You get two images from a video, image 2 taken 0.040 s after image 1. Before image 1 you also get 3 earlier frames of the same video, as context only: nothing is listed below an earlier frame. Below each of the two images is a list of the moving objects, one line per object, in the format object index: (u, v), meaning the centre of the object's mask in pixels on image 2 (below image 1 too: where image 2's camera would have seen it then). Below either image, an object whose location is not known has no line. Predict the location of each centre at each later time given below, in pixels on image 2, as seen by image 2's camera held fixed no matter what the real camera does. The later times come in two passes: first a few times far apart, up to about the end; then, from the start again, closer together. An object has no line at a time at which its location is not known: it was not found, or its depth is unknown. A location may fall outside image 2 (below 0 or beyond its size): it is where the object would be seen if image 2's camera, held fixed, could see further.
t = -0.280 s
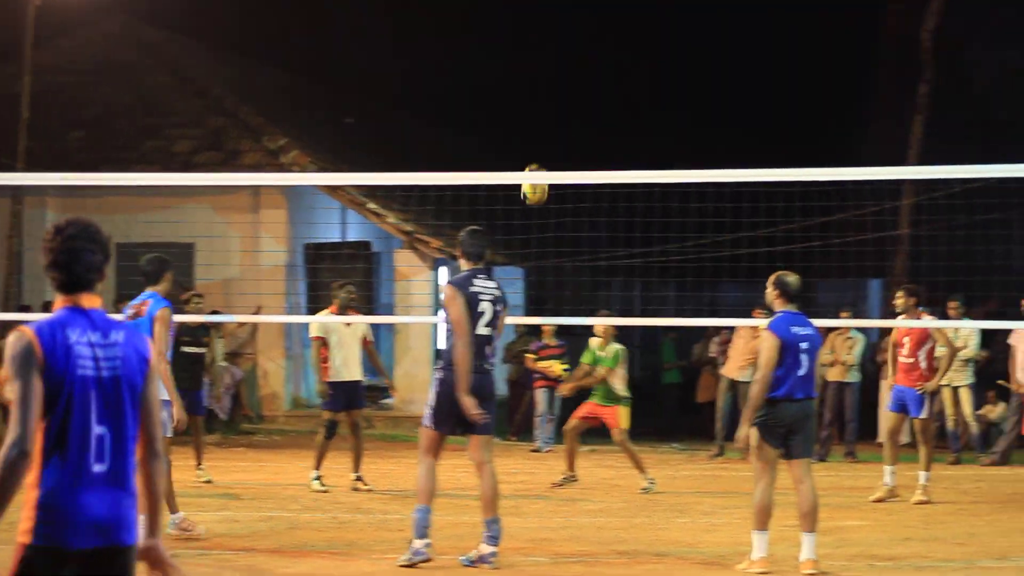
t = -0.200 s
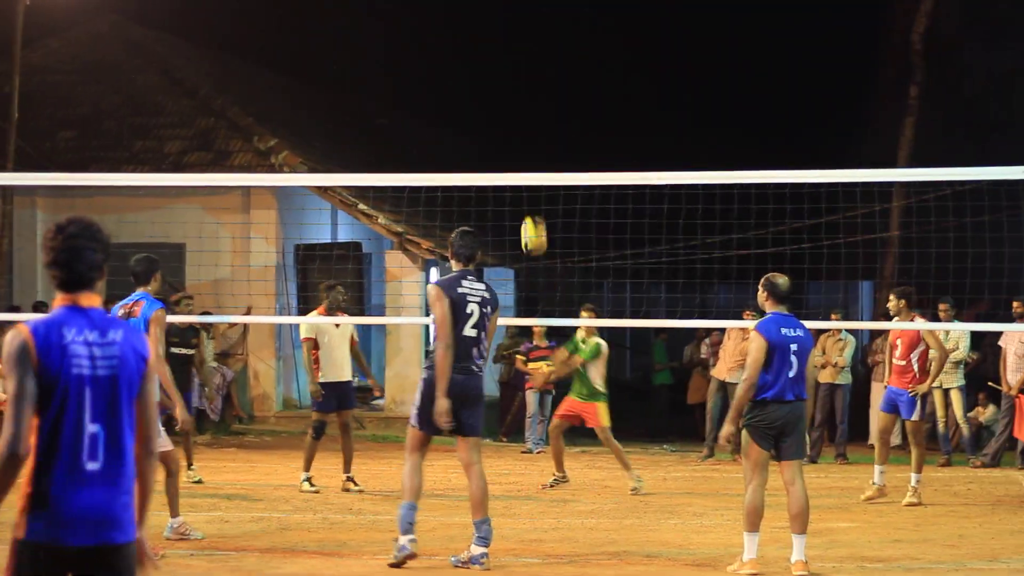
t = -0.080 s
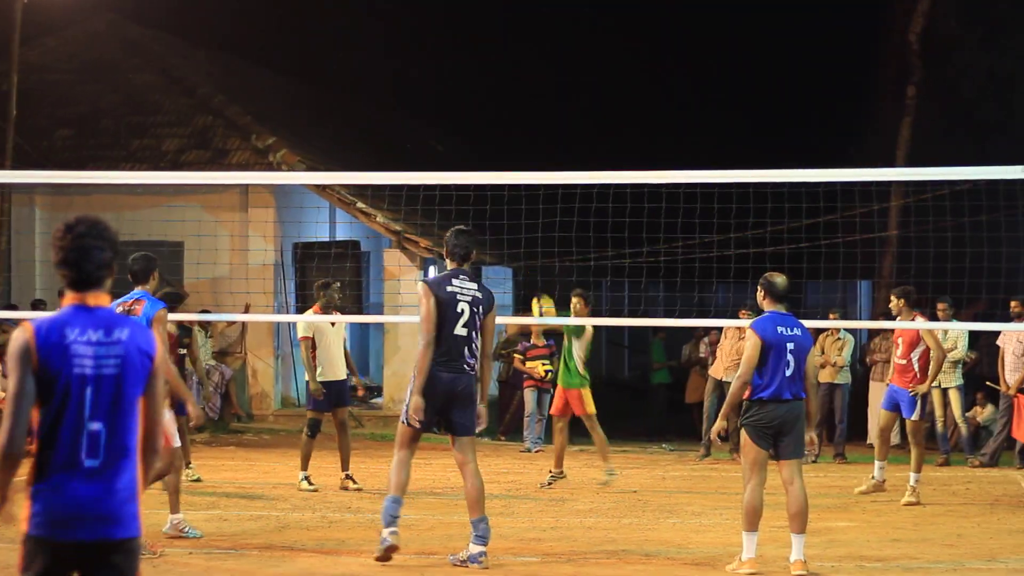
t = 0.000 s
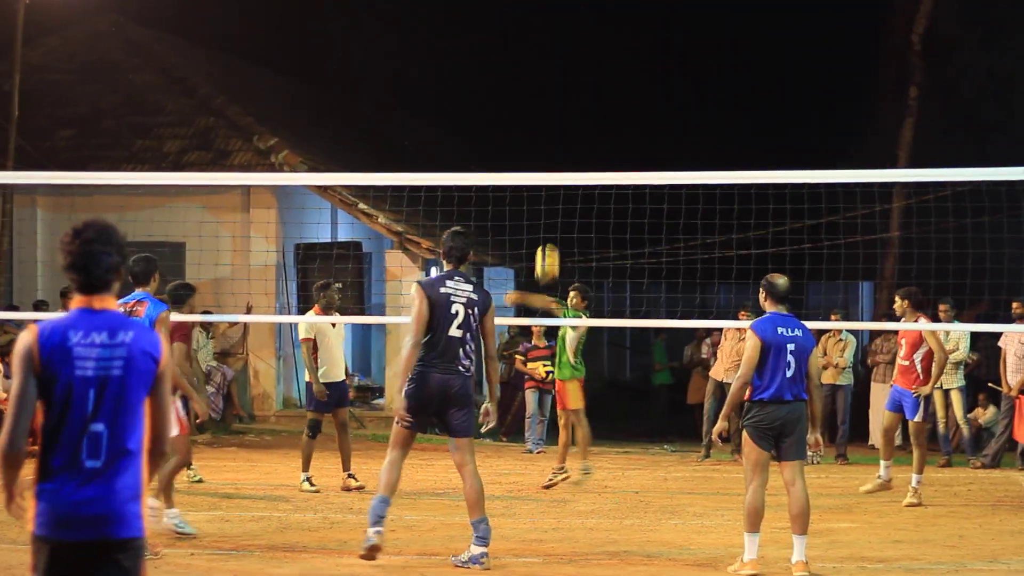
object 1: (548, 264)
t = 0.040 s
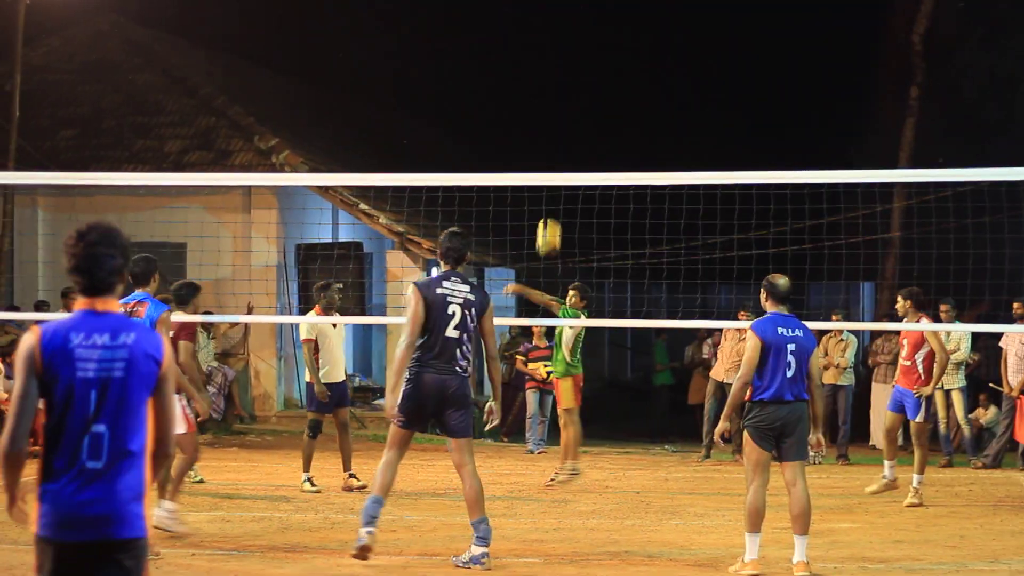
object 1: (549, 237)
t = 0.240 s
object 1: (552, 123)
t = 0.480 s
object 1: (552, 40)
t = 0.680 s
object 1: (553, 21)
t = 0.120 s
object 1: (550, 195)
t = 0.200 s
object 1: (552, 143)
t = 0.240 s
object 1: (552, 123)
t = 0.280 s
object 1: (552, 105)
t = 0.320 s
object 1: (553, 89)
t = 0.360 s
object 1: (553, 74)
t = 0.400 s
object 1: (553, 61)
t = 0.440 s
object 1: (552, 50)
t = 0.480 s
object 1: (552, 40)
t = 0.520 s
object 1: (553, 33)
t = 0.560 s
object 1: (553, 27)
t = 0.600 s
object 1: (553, 23)
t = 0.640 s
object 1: (553, 21)
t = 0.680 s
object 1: (553, 21)
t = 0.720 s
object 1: (553, 23)
